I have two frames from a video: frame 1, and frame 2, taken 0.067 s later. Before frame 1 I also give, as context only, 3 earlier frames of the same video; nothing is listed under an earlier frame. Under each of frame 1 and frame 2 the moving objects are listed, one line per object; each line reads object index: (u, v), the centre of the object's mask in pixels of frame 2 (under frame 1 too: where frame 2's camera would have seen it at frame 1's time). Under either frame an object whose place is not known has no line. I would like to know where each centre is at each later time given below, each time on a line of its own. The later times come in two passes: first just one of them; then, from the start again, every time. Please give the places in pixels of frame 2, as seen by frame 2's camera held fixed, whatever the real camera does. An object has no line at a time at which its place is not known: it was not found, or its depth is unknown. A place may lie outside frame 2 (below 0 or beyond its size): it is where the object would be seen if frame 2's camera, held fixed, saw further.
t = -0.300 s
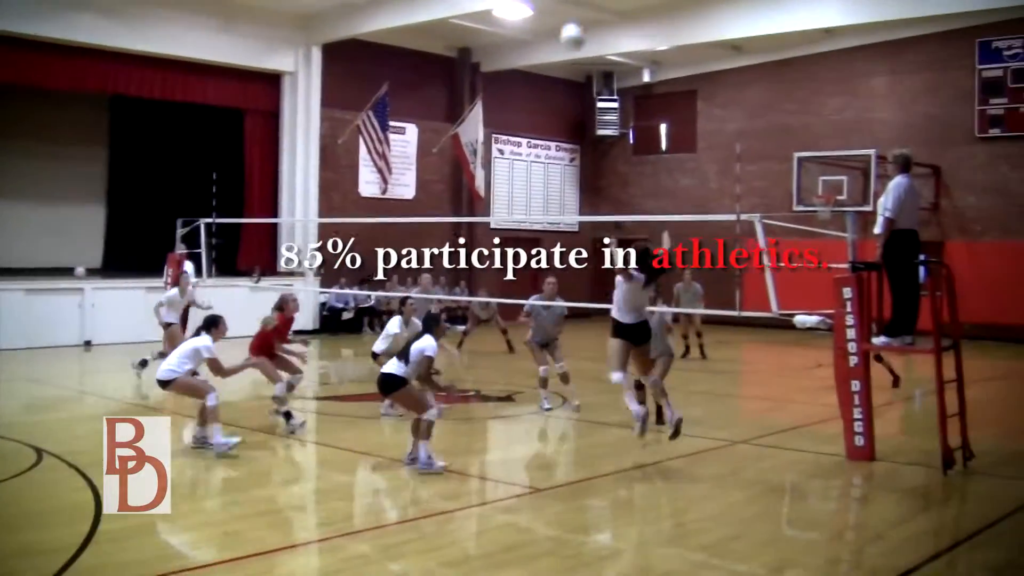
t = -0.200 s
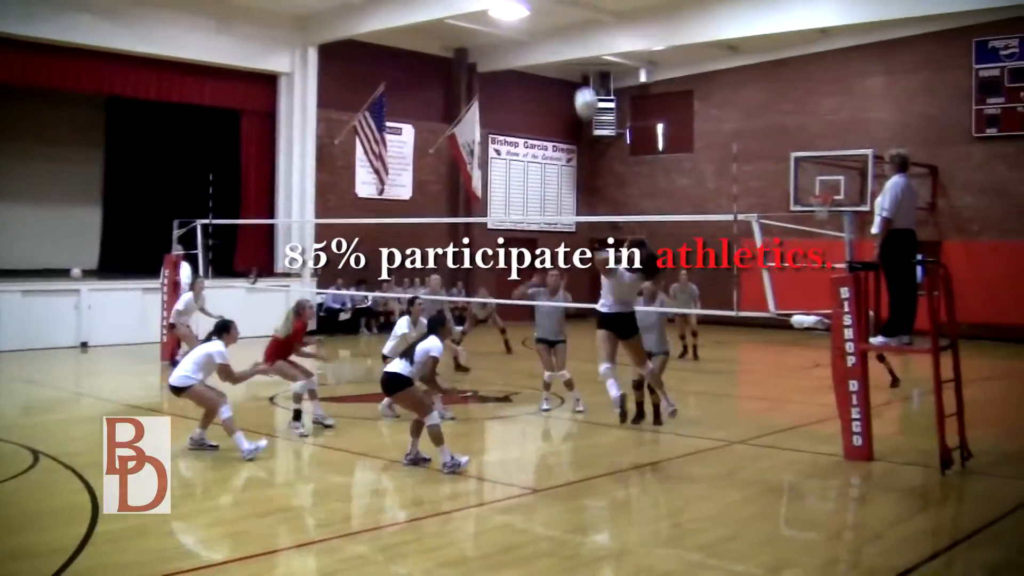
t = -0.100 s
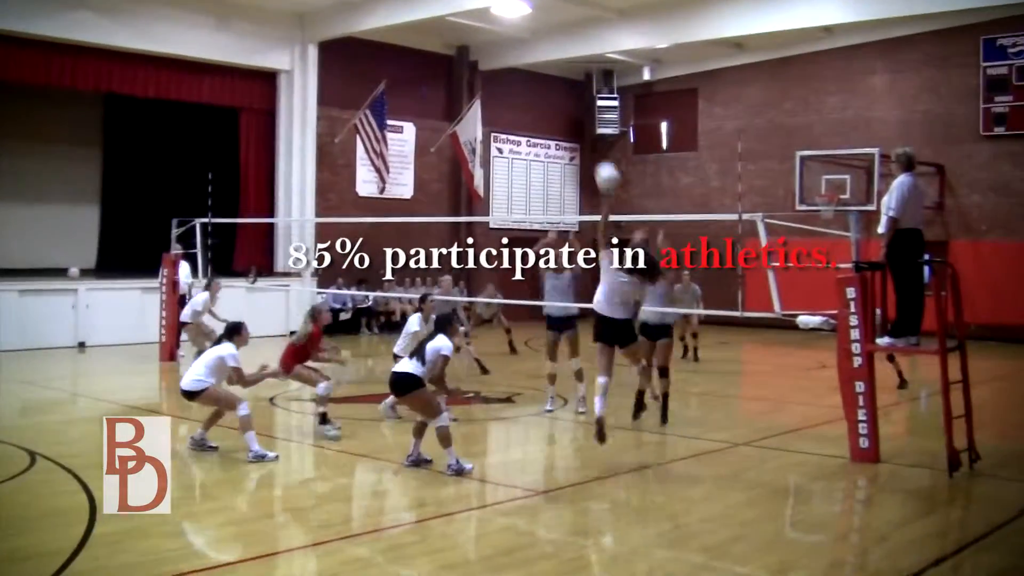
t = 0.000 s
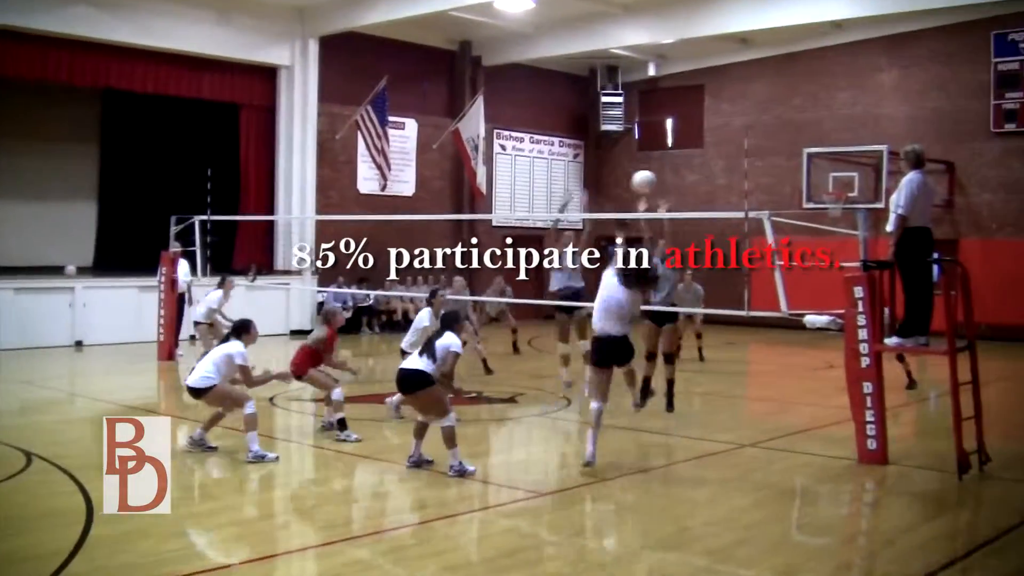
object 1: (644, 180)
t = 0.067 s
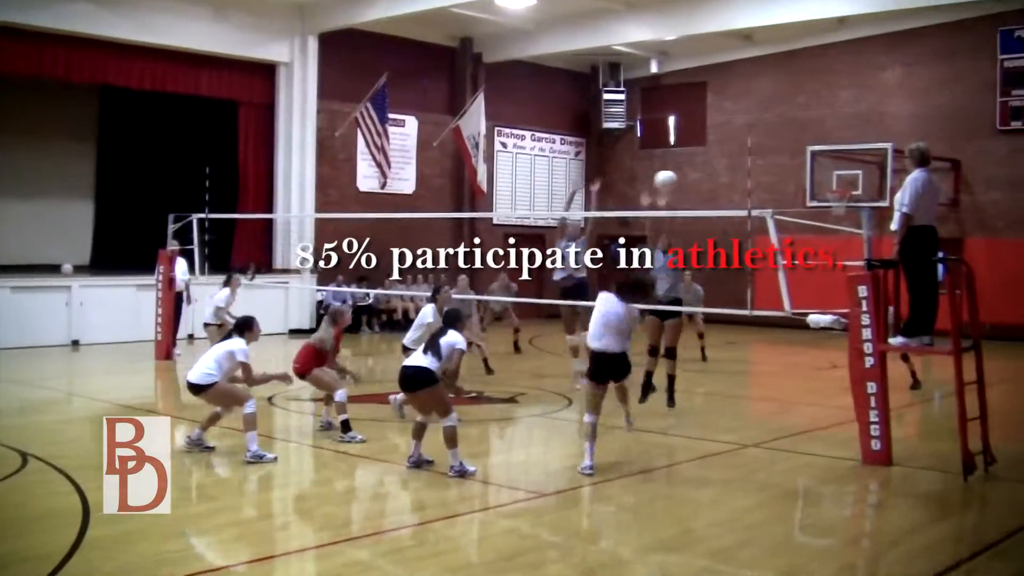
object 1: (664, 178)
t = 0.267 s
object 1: (722, 201)
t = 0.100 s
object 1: (675, 181)
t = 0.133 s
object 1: (685, 183)
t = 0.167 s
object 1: (694, 187)
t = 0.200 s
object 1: (704, 191)
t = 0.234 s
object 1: (712, 196)
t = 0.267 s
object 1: (722, 201)
